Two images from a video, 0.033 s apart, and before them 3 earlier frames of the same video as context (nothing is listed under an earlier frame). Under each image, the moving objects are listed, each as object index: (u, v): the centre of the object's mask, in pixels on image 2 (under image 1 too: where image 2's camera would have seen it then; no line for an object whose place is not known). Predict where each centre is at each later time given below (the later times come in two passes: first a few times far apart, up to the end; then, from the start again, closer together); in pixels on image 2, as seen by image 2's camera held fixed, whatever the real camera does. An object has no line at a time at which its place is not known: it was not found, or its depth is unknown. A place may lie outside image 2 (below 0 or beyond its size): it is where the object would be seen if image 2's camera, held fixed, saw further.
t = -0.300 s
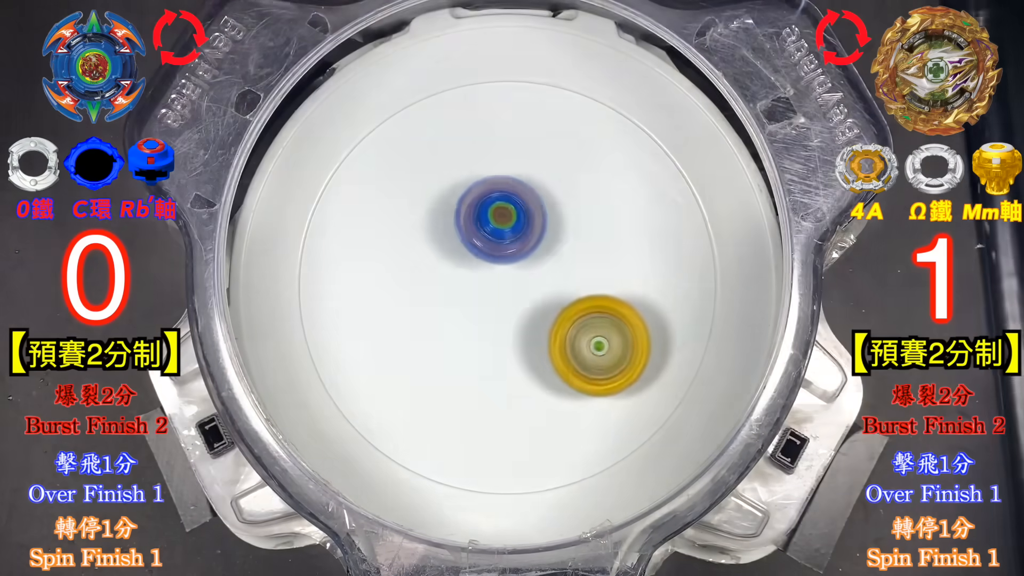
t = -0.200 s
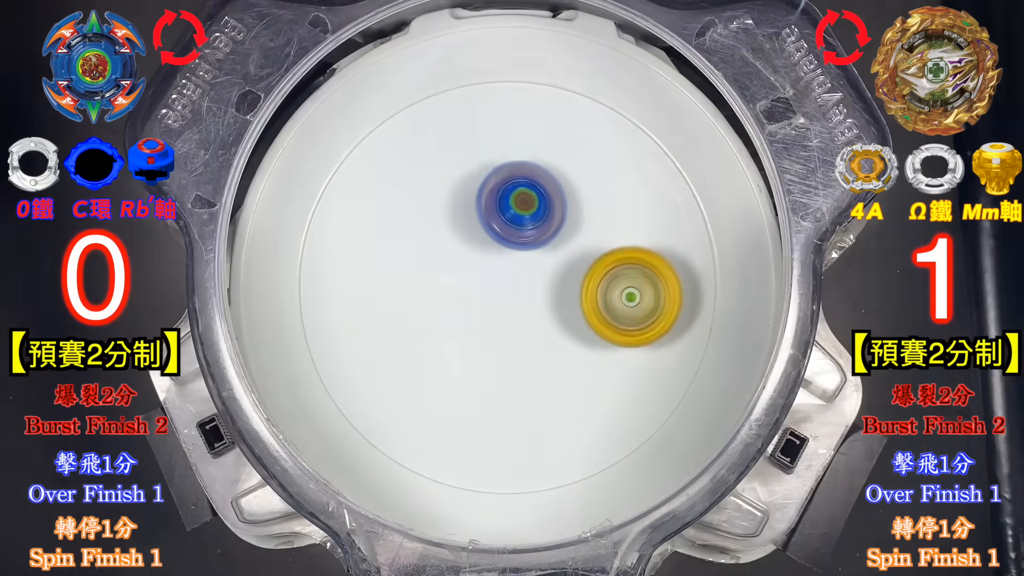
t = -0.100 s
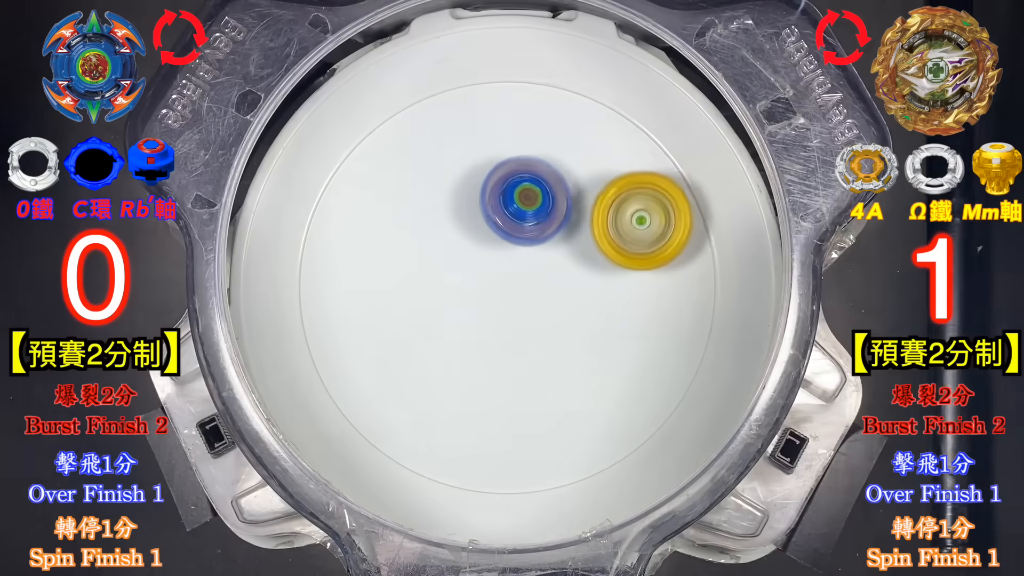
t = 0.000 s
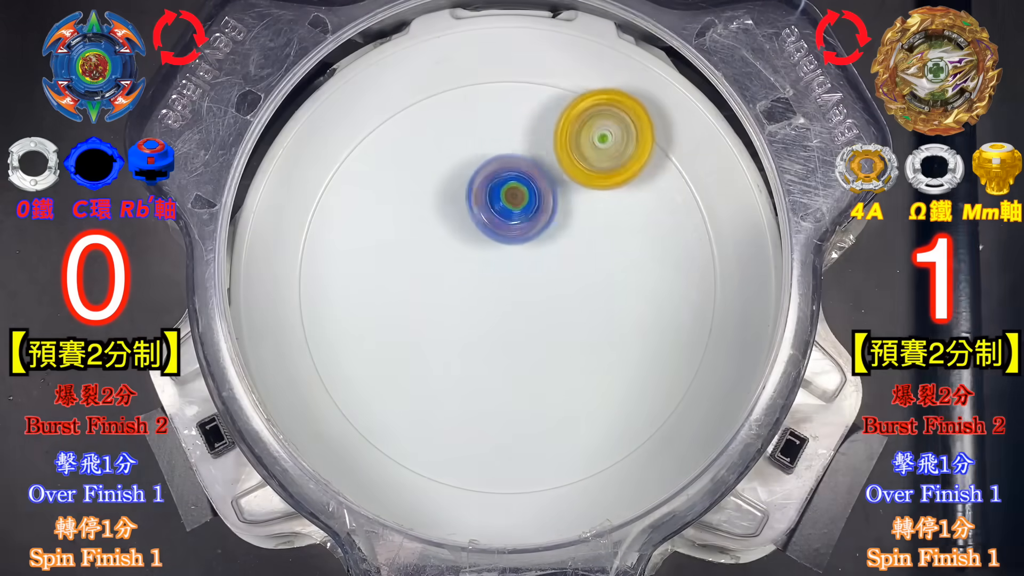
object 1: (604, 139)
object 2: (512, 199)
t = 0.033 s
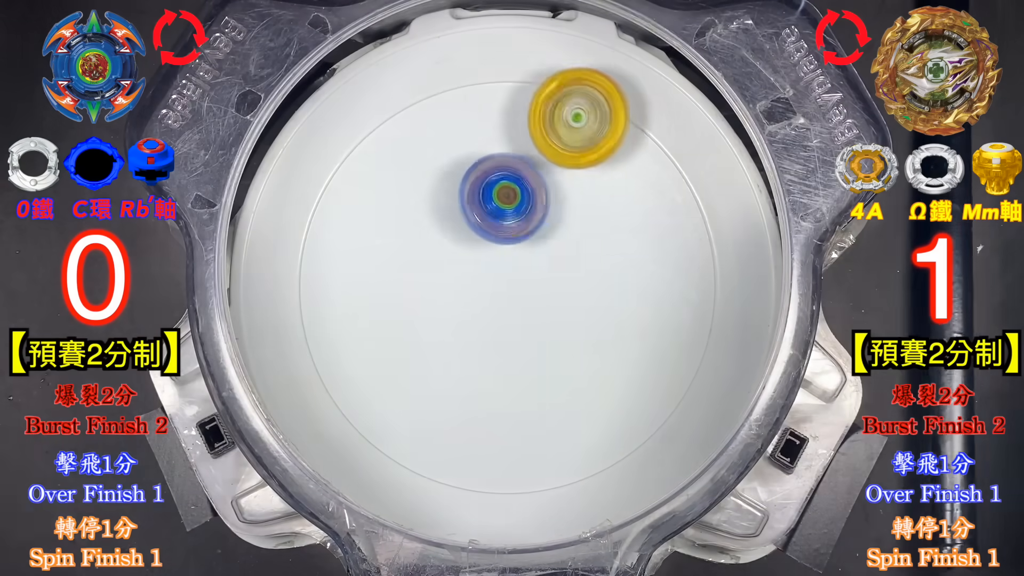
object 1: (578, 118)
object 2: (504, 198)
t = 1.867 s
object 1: (628, 235)
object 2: (597, 132)
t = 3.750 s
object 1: (447, 334)
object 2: (550, 255)
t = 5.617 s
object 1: (550, 393)
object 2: (664, 400)
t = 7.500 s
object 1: (539, 149)
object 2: (558, 347)
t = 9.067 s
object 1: (525, 337)
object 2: (503, 229)
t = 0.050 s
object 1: (563, 110)
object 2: (500, 199)
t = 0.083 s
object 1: (530, 100)
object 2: (493, 200)
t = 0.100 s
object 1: (513, 99)
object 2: (489, 199)
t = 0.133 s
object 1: (478, 103)
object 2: (480, 200)
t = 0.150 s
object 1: (461, 107)
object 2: (475, 202)
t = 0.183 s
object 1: (431, 115)
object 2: (464, 211)
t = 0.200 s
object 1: (417, 122)
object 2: (458, 215)
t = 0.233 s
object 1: (394, 142)
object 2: (448, 224)
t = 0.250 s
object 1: (384, 153)
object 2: (444, 228)
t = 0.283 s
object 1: (364, 175)
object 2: (437, 241)
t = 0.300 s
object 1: (356, 187)
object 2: (435, 247)
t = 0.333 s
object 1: (344, 217)
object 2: (432, 259)
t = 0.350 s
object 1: (340, 233)
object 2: (433, 265)
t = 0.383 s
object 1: (337, 267)
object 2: (435, 275)
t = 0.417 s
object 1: (342, 304)
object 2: (439, 284)
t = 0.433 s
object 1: (347, 324)
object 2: (443, 286)
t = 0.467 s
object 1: (366, 363)
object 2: (448, 290)
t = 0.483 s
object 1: (378, 383)
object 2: (453, 291)
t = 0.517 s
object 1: (409, 418)
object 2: (461, 289)
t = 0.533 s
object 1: (427, 434)
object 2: (467, 287)
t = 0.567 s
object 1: (470, 461)
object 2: (477, 281)
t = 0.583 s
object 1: (494, 471)
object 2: (483, 277)
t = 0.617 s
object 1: (544, 485)
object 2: (493, 267)
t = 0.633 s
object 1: (570, 482)
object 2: (499, 260)
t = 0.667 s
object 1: (619, 469)
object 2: (508, 246)
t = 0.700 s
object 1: (665, 447)
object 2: (515, 230)
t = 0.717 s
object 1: (683, 426)
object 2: (519, 222)
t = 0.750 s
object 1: (713, 379)
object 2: (524, 205)
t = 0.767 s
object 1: (725, 351)
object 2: (526, 197)
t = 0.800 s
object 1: (741, 292)
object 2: (527, 180)
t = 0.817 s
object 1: (740, 260)
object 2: (527, 172)
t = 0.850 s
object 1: (731, 197)
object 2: (524, 158)
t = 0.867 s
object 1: (722, 165)
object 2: (523, 150)
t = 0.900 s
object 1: (699, 104)
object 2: (518, 137)
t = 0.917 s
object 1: (680, 81)
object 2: (514, 132)
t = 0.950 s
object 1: (627, 92)
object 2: (507, 121)
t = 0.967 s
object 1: (598, 100)
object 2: (502, 118)
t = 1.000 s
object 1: (567, 138)
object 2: (464, 98)
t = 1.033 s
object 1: (545, 184)
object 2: (418, 77)
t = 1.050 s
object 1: (533, 207)
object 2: (397, 68)
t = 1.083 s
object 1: (515, 254)
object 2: (363, 86)
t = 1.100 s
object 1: (507, 280)
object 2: (351, 100)
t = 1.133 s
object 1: (492, 328)
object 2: (328, 129)
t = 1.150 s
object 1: (485, 350)
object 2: (319, 146)
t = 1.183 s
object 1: (476, 394)
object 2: (310, 180)
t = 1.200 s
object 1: (471, 418)
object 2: (306, 198)
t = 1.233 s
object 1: (467, 456)
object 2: (307, 236)
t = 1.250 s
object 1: (469, 473)
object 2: (312, 253)
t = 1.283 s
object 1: (474, 489)
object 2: (325, 293)
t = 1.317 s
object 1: (485, 487)
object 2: (348, 329)
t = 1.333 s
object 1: (491, 488)
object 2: (361, 345)
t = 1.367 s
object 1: (503, 481)
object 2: (393, 376)
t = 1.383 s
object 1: (510, 472)
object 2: (413, 388)
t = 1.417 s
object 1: (528, 454)
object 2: (448, 409)
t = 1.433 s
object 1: (541, 456)
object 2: (465, 406)
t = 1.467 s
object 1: (564, 463)
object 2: (502, 388)
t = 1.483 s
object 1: (579, 463)
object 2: (520, 377)
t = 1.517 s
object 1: (602, 455)
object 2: (555, 357)
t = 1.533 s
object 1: (612, 446)
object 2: (571, 348)
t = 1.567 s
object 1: (629, 420)
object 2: (601, 327)
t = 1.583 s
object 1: (638, 408)
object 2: (616, 316)
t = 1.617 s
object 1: (656, 384)
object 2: (639, 291)
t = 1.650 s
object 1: (673, 365)
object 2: (662, 257)
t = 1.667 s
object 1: (683, 354)
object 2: (670, 241)
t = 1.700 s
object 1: (692, 329)
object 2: (681, 212)
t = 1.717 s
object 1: (694, 314)
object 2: (686, 197)
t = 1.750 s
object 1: (691, 286)
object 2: (683, 176)
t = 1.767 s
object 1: (688, 273)
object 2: (673, 171)
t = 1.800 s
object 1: (674, 255)
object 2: (647, 155)
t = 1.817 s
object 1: (665, 249)
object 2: (635, 148)
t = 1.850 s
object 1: (641, 238)
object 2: (610, 136)
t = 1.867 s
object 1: (628, 235)
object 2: (597, 132)
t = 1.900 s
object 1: (595, 232)
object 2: (569, 125)
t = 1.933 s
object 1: (560, 235)
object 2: (546, 123)
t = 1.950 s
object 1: (543, 237)
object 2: (535, 125)
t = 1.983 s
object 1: (508, 249)
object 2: (512, 131)
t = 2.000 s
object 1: (492, 255)
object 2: (503, 135)
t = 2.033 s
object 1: (461, 272)
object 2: (488, 148)
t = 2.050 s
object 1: (446, 281)
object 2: (481, 158)
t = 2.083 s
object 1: (421, 302)
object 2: (469, 179)
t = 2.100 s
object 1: (409, 314)
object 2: (466, 190)
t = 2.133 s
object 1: (391, 338)
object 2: (462, 214)
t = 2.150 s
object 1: (383, 351)
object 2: (462, 229)
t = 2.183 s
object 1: (372, 376)
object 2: (462, 257)
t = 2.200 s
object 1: (370, 390)
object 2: (464, 270)
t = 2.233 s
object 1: (368, 415)
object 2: (472, 297)
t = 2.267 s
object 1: (376, 440)
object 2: (482, 324)
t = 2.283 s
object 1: (385, 445)
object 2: (488, 336)
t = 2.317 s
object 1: (409, 454)
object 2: (501, 359)
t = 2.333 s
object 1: (422, 459)
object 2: (509, 368)
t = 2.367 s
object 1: (450, 462)
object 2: (527, 386)
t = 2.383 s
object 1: (465, 464)
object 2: (536, 394)
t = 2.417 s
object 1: (494, 462)
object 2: (558, 404)
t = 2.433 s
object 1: (506, 458)
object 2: (572, 409)
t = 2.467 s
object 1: (524, 448)
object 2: (601, 420)
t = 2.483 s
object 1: (528, 441)
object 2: (614, 425)
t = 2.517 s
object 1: (533, 422)
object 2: (640, 432)
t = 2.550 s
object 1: (538, 397)
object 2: (661, 428)
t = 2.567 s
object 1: (540, 385)
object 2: (669, 426)
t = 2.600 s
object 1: (544, 356)
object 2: (682, 419)
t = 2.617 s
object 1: (547, 342)
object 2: (687, 416)
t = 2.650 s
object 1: (547, 316)
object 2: (694, 410)
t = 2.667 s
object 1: (546, 303)
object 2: (696, 407)
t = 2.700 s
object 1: (545, 279)
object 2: (699, 403)
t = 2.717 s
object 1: (543, 268)
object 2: (700, 401)
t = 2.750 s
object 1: (537, 249)
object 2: (698, 399)
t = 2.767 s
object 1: (533, 239)
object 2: (696, 398)
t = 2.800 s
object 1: (523, 223)
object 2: (690, 396)
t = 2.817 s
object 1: (516, 216)
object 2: (684, 395)
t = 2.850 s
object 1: (500, 207)
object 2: (671, 393)
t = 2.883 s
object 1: (482, 200)
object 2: (654, 390)
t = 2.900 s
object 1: (473, 198)
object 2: (645, 388)
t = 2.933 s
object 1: (454, 199)
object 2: (624, 383)
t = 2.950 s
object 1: (445, 201)
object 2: (613, 381)
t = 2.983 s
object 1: (425, 209)
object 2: (590, 377)
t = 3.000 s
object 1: (417, 214)
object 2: (578, 375)
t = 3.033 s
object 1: (404, 227)
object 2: (555, 370)
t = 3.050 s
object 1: (398, 235)
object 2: (543, 367)
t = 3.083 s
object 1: (387, 254)
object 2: (520, 360)
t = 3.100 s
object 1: (383, 264)
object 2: (508, 357)
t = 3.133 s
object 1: (376, 286)
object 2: (485, 350)
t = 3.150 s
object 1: (374, 298)
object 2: (473, 347)
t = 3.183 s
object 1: (369, 324)
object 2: (456, 343)
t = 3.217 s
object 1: (338, 335)
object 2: (466, 353)
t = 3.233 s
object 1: (327, 342)
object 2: (472, 357)
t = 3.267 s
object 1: (318, 349)
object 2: (484, 363)
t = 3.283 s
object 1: (323, 352)
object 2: (488, 366)
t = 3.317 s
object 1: (334, 357)
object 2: (496, 370)
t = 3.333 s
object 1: (341, 360)
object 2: (499, 372)
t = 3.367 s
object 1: (354, 363)
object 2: (504, 372)
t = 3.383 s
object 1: (362, 365)
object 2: (506, 370)
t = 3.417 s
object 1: (379, 369)
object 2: (505, 368)
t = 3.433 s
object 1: (389, 369)
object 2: (504, 366)
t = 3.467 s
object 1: (405, 370)
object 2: (506, 361)
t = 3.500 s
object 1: (402, 368)
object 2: (526, 354)
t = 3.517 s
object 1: (402, 367)
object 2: (535, 351)
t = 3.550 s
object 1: (401, 366)
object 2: (551, 343)
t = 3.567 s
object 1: (403, 365)
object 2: (558, 337)
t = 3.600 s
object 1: (409, 362)
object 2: (567, 325)
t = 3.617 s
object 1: (412, 359)
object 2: (570, 318)
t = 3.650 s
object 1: (421, 355)
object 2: (573, 303)
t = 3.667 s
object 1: (426, 352)
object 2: (571, 295)
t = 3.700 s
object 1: (435, 346)
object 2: (566, 279)
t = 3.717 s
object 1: (439, 342)
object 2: (563, 271)
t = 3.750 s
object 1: (447, 334)
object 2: (550, 255)
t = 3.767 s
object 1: (451, 330)
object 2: (543, 247)
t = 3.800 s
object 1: (457, 319)
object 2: (526, 233)
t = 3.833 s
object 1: (461, 306)
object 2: (504, 219)
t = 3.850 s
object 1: (463, 301)
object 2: (493, 212)
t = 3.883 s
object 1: (459, 294)
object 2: (474, 193)
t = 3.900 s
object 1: (457, 290)
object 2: (465, 184)
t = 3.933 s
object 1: (452, 281)
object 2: (445, 169)
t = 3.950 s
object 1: (448, 276)
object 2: (436, 164)
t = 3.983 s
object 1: (442, 266)
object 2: (417, 155)
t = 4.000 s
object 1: (439, 261)
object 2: (407, 153)
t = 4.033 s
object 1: (430, 251)
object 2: (390, 153)
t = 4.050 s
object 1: (425, 246)
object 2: (382, 153)
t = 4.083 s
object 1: (420, 250)
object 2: (362, 143)
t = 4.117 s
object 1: (418, 260)
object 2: (355, 141)
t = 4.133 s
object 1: (418, 265)
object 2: (355, 144)
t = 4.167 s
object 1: (419, 275)
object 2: (358, 152)
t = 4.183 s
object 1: (420, 279)
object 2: (361, 157)
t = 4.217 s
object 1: (422, 288)
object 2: (369, 169)
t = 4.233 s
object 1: (424, 292)
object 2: (374, 176)
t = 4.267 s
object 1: (427, 298)
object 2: (387, 192)
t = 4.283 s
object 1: (430, 300)
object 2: (393, 200)
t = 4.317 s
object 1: (438, 307)
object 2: (407, 212)
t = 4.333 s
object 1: (443, 312)
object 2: (414, 214)
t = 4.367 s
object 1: (456, 319)
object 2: (429, 216)
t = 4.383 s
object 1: (463, 323)
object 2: (436, 219)
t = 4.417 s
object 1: (477, 326)
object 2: (454, 222)
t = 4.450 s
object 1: (494, 325)
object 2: (471, 227)
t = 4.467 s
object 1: (502, 324)
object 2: (480, 228)
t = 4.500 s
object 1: (519, 320)
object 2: (497, 231)
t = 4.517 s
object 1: (526, 317)
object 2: (506, 232)
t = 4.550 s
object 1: (540, 319)
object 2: (523, 226)
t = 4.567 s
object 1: (547, 320)
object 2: (531, 221)
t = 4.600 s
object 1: (562, 318)
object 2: (545, 211)
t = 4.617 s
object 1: (569, 316)
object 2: (553, 206)
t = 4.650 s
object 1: (580, 310)
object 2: (565, 195)
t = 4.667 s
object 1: (583, 306)
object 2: (571, 190)
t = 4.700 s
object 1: (587, 296)
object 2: (580, 179)
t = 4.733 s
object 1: (588, 282)
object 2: (589, 169)
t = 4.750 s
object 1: (587, 274)
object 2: (592, 165)
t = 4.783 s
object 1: (583, 258)
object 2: (597, 156)
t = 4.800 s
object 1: (580, 251)
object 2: (600, 154)
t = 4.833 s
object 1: (570, 244)
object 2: (603, 145)
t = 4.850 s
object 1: (563, 243)
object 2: (605, 139)
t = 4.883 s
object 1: (550, 239)
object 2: (606, 128)
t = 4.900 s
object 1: (543, 236)
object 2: (607, 124)
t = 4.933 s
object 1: (529, 231)
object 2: (606, 116)
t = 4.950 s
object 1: (522, 230)
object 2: (605, 113)
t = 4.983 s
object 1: (510, 231)
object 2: (600, 108)
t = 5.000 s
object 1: (505, 233)
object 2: (597, 107)
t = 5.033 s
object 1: (496, 240)
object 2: (588, 107)
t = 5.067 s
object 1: (488, 252)
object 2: (574, 114)
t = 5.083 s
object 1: (486, 259)
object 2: (569, 119)
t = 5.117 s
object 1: (484, 273)
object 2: (556, 134)
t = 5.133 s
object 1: (485, 281)
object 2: (552, 143)
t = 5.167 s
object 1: (487, 296)
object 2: (541, 167)
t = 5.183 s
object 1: (490, 303)
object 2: (536, 179)
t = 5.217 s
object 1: (497, 318)
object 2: (530, 208)
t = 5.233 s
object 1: (501, 325)
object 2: (528, 222)
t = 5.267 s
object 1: (511, 338)
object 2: (527, 249)
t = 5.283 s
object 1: (508, 351)
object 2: (535, 256)
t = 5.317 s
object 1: (503, 376)
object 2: (553, 267)
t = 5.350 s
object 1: (498, 395)
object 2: (573, 278)
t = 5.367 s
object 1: (498, 403)
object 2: (581, 285)
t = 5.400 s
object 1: (500, 416)
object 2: (594, 300)
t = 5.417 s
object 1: (503, 419)
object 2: (599, 307)
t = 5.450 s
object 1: (511, 424)
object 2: (610, 325)
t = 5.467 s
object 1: (516, 425)
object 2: (616, 335)
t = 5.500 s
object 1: (531, 426)
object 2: (625, 352)
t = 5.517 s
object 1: (539, 424)
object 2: (629, 359)
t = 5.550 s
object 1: (552, 418)
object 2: (638, 374)
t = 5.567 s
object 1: (556, 414)
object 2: (642, 382)
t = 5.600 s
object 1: (556, 401)
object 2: (658, 398)
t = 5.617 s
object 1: (550, 393)
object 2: (664, 400)
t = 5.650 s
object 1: (540, 373)
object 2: (670, 404)
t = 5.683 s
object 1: (531, 356)
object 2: (673, 406)
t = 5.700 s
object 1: (526, 347)
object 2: (674, 407)
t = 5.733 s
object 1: (513, 332)
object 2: (670, 408)
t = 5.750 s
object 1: (506, 326)
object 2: (666, 410)
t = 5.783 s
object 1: (493, 314)
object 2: (658, 411)
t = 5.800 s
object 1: (486, 308)
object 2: (652, 409)
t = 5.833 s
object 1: (472, 299)
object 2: (639, 406)
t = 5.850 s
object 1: (466, 295)
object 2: (632, 403)
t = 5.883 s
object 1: (455, 286)
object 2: (613, 397)
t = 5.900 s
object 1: (448, 284)
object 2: (602, 396)
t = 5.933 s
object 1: (436, 281)
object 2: (582, 392)
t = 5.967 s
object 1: (426, 277)
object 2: (561, 385)
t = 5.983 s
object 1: (420, 277)
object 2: (548, 383)
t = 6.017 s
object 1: (413, 278)
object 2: (526, 379)
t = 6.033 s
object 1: (410, 278)
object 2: (515, 375)
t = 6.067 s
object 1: (406, 280)
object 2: (493, 372)
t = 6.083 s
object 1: (404, 282)
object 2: (484, 370)
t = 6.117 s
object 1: (401, 285)
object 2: (462, 365)
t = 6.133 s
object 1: (399, 287)
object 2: (452, 363)
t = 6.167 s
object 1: (397, 282)
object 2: (439, 370)
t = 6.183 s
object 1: (395, 276)
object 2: (434, 373)
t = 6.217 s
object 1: (391, 268)
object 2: (422, 381)
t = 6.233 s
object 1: (391, 266)
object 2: (417, 383)
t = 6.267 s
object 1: (390, 259)
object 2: (405, 387)
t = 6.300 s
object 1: (390, 255)
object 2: (394, 390)
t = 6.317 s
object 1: (391, 253)
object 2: (389, 390)
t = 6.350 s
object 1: (394, 251)
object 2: (381, 390)
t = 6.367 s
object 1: (395, 250)
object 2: (378, 390)
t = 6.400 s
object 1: (399, 249)
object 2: (372, 390)
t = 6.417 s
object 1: (400, 250)
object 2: (371, 388)
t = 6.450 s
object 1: (407, 250)
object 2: (370, 384)
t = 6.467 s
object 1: (410, 250)
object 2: (370, 384)
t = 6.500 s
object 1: (416, 253)
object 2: (373, 378)
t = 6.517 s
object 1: (420, 253)
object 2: (375, 375)
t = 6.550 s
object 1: (426, 254)
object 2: (384, 365)
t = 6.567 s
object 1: (430, 255)
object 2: (386, 359)
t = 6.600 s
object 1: (437, 254)
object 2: (397, 347)
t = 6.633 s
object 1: (458, 235)
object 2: (393, 353)
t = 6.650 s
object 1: (469, 221)
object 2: (387, 362)
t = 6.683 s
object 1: (489, 197)
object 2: (384, 372)
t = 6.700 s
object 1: (500, 185)
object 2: (383, 377)
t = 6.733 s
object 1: (515, 164)
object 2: (387, 384)
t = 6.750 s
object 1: (523, 156)
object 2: (388, 385)
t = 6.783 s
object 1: (534, 141)
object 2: (396, 387)
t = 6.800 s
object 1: (539, 136)
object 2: (401, 386)
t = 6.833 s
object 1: (544, 125)
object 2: (413, 385)
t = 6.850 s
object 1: (547, 123)
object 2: (420, 381)
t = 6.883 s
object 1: (550, 114)
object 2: (433, 375)
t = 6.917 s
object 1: (551, 109)
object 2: (449, 364)
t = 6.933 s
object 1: (550, 107)
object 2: (454, 358)
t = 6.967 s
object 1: (549, 107)
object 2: (469, 342)
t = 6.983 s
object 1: (548, 107)
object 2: (473, 336)
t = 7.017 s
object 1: (544, 113)
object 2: (486, 318)
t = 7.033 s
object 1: (543, 117)
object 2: (489, 310)
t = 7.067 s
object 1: (539, 128)
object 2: (500, 293)
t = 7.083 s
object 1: (538, 133)
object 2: (503, 284)
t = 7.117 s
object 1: (534, 147)
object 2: (511, 269)
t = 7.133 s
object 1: (534, 154)
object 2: (513, 260)
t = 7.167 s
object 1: (535, 149)
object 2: (512, 267)
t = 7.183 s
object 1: (539, 140)
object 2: (511, 277)
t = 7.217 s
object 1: (542, 127)
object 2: (509, 296)
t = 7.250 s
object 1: (545, 114)
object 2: (509, 311)
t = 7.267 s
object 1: (547, 110)
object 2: (508, 318)
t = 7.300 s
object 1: (549, 103)
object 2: (512, 329)
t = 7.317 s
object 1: (551, 101)
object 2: (513, 334)
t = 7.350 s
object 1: (552, 99)
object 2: (522, 344)
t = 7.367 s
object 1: (553, 99)
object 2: (524, 348)
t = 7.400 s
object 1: (551, 109)
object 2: (534, 352)
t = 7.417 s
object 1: (551, 115)
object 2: (538, 354)
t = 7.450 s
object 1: (546, 127)
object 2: (549, 354)
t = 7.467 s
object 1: (545, 134)
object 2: (551, 352)
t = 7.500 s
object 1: (539, 149)
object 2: (558, 347)
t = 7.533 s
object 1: (535, 162)
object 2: (562, 341)
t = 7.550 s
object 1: (534, 170)
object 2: (565, 338)
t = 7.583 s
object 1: (531, 185)
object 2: (565, 329)
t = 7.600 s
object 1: (532, 193)
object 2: (565, 325)
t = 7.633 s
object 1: (533, 209)
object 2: (562, 313)
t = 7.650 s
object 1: (535, 214)
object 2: (561, 309)
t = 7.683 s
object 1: (538, 216)
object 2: (558, 315)
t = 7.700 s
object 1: (538, 216)
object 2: (557, 318)
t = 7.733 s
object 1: (543, 218)
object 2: (552, 322)
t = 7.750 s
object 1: (545, 219)
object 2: (550, 321)
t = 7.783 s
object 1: (549, 221)
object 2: (545, 324)
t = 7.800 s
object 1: (550, 224)
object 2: (544, 323)
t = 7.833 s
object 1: (555, 227)
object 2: (538, 326)
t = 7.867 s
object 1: (559, 230)
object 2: (531, 326)
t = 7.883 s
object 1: (560, 232)
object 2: (528, 328)
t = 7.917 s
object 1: (563, 235)
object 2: (520, 329)
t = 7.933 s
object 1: (565, 238)
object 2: (517, 330)
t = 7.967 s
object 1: (566, 241)
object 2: (507, 330)
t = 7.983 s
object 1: (568, 243)
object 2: (503, 331)
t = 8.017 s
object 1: (569, 249)
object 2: (494, 333)
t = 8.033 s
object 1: (569, 250)
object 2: (491, 333)
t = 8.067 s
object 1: (570, 256)
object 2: (484, 334)
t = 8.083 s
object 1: (569, 259)
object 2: (481, 335)
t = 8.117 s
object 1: (570, 266)
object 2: (476, 337)
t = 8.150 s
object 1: (570, 273)
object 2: (474, 337)
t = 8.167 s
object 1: (569, 276)
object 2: (473, 338)
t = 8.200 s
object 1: (569, 283)
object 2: (470, 336)
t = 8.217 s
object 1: (568, 287)
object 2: (471, 335)
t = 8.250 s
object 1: (566, 293)
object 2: (469, 333)
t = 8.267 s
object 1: (566, 295)
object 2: (470, 333)
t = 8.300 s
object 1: (563, 302)
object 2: (471, 330)
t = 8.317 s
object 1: (570, 302)
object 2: (460, 329)
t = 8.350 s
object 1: (584, 304)
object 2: (440, 328)
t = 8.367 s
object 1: (587, 305)
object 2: (432, 325)
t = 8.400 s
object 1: (591, 305)
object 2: (418, 324)
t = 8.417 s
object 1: (592, 307)
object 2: (411, 322)
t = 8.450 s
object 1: (591, 307)
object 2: (401, 318)
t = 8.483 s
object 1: (588, 307)
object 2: (390, 317)
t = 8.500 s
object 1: (588, 307)
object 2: (386, 315)
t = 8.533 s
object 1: (582, 307)
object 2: (379, 314)
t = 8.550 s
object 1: (579, 306)
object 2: (378, 312)
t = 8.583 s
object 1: (573, 307)
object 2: (377, 312)
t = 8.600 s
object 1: (569, 308)
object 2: (377, 311)
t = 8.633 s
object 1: (562, 308)
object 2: (379, 307)
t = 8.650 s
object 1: (559, 309)
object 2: (382, 306)
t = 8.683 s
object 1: (552, 310)
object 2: (386, 303)
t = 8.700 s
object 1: (549, 309)
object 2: (391, 301)
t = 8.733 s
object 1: (543, 311)
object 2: (399, 298)
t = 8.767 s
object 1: (537, 313)
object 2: (413, 291)
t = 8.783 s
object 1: (532, 314)
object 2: (420, 289)
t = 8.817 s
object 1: (526, 314)
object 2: (432, 280)
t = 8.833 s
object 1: (523, 317)
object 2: (438, 277)
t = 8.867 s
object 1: (521, 322)
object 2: (445, 267)
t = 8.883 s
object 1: (522, 325)
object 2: (450, 260)
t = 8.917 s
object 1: (525, 333)
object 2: (456, 247)
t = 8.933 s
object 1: (524, 335)
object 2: (459, 241)
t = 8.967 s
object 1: (526, 338)
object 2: (470, 232)
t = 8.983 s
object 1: (526, 340)
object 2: (476, 229)
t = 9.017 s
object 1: (526, 341)
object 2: (486, 227)
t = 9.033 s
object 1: (526, 339)
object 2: (492, 226)
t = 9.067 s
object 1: (525, 337)
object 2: (503, 229)
